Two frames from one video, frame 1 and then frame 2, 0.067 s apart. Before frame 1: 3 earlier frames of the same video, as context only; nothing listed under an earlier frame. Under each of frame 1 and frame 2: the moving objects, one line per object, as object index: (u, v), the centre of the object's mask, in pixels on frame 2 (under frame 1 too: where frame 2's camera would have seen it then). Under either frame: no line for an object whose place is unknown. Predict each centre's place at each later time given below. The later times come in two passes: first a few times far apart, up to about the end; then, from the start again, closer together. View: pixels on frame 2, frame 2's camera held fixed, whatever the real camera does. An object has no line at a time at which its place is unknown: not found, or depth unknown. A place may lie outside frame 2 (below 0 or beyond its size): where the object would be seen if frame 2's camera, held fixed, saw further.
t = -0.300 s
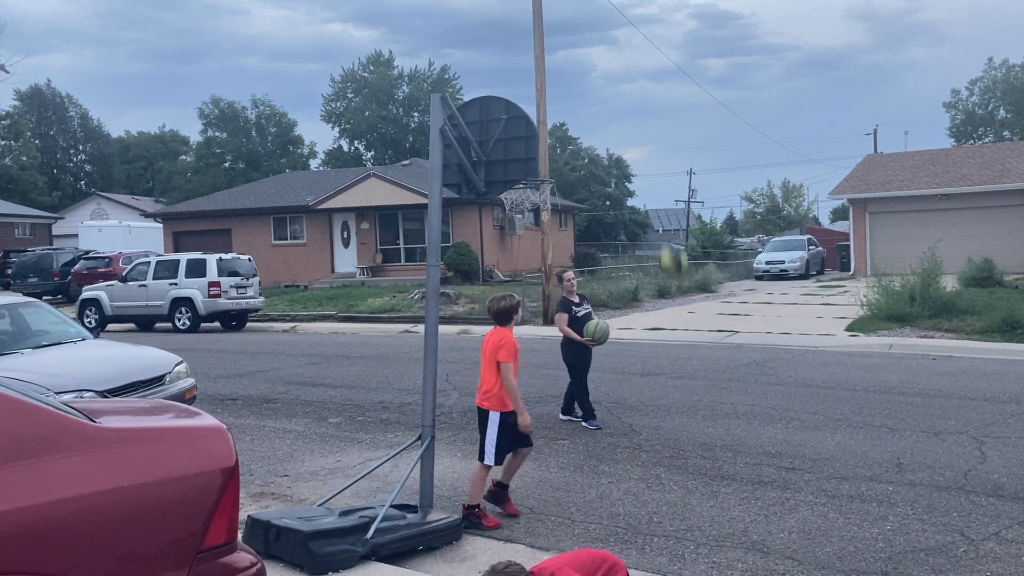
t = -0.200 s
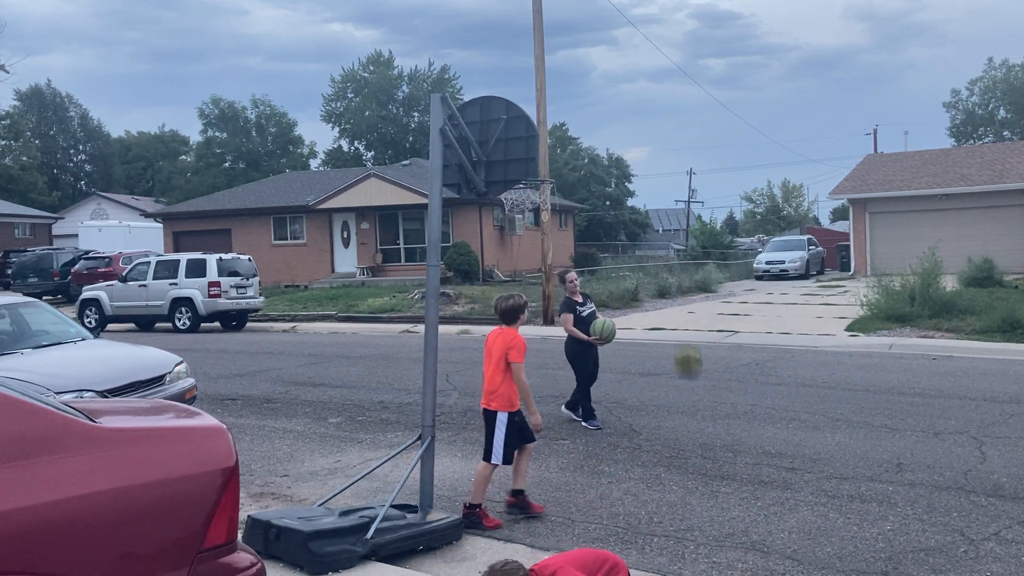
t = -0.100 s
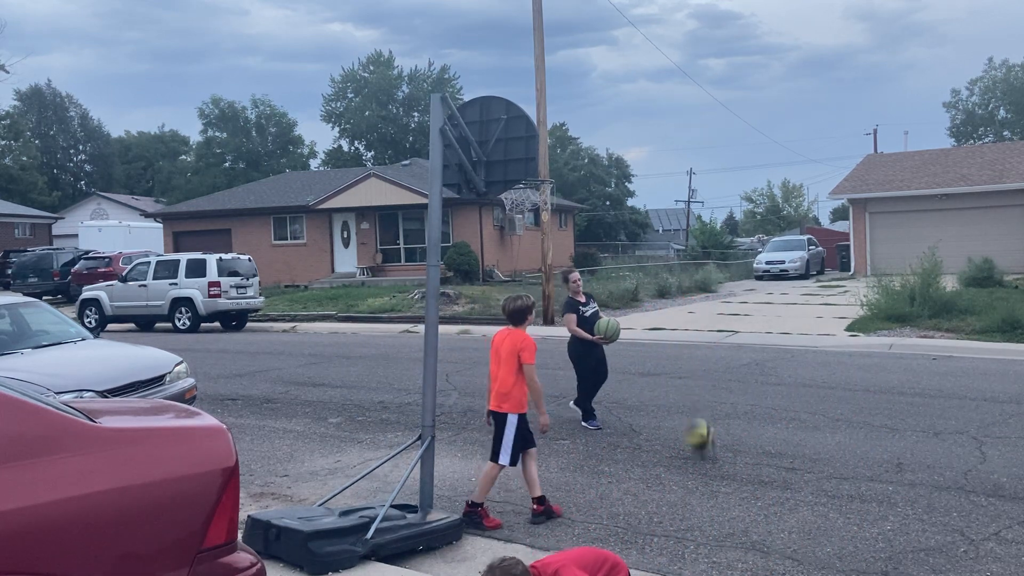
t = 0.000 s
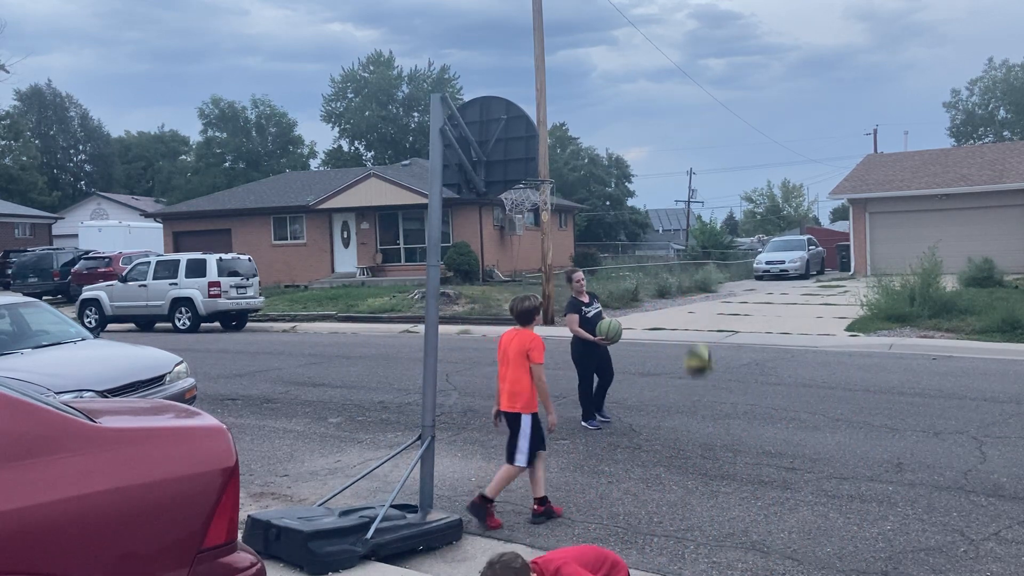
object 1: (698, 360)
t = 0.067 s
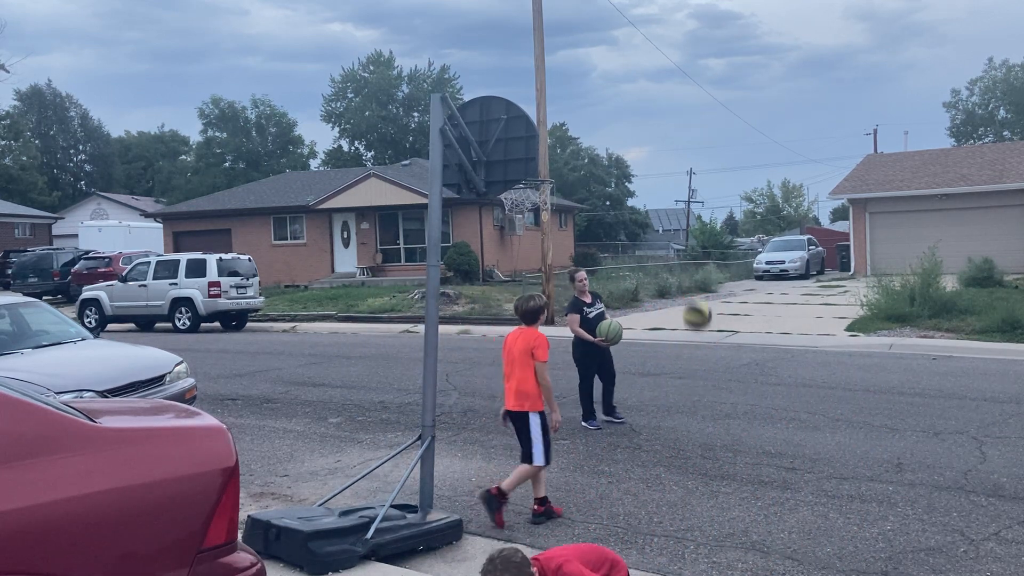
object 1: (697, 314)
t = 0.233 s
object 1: (695, 225)
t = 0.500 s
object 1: (697, 150)
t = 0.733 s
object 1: (699, 161)
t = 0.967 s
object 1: (703, 248)
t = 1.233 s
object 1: (713, 449)
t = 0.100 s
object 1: (697, 293)
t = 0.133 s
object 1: (697, 275)
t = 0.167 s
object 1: (696, 256)
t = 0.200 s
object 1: (696, 239)
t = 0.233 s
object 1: (695, 225)
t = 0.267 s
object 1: (696, 211)
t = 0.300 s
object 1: (696, 198)
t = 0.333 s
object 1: (696, 185)
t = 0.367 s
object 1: (696, 176)
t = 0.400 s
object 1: (696, 167)
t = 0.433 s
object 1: (696, 160)
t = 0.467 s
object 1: (697, 154)
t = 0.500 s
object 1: (697, 150)
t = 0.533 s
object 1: (697, 147)
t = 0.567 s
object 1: (697, 146)
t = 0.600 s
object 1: (698, 146)
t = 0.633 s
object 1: (698, 148)
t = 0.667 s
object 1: (698, 151)
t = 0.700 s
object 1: (699, 155)
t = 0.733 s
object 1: (699, 161)
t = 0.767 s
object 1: (700, 169)
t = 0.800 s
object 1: (700, 179)
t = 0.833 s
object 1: (701, 189)
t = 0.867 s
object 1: (702, 202)
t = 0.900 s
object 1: (702, 218)
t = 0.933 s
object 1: (703, 232)
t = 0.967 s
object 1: (703, 248)
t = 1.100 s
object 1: (708, 336)
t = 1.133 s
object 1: (709, 361)
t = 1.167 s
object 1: (710, 389)
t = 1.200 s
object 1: (711, 418)
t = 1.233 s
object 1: (713, 449)
